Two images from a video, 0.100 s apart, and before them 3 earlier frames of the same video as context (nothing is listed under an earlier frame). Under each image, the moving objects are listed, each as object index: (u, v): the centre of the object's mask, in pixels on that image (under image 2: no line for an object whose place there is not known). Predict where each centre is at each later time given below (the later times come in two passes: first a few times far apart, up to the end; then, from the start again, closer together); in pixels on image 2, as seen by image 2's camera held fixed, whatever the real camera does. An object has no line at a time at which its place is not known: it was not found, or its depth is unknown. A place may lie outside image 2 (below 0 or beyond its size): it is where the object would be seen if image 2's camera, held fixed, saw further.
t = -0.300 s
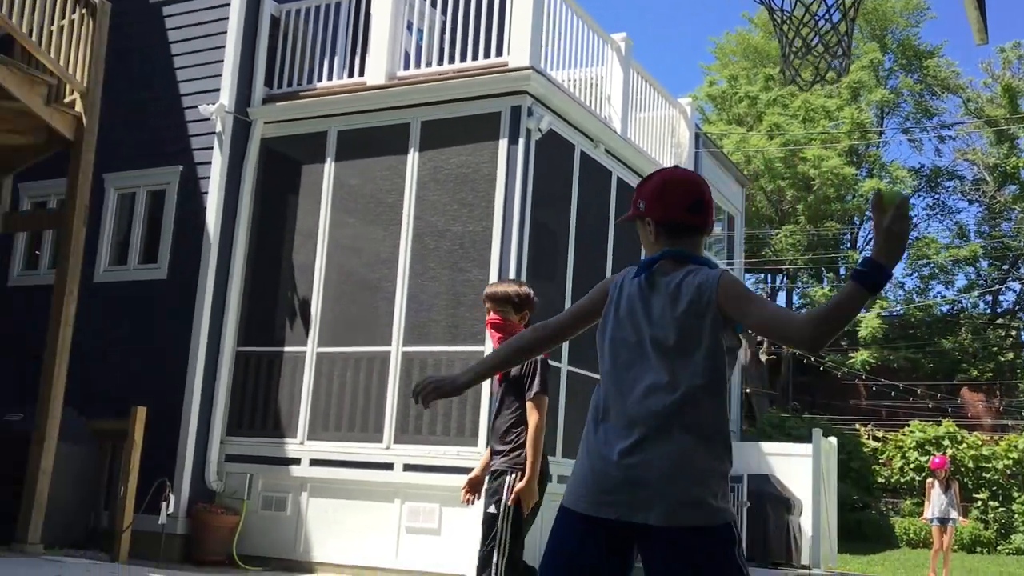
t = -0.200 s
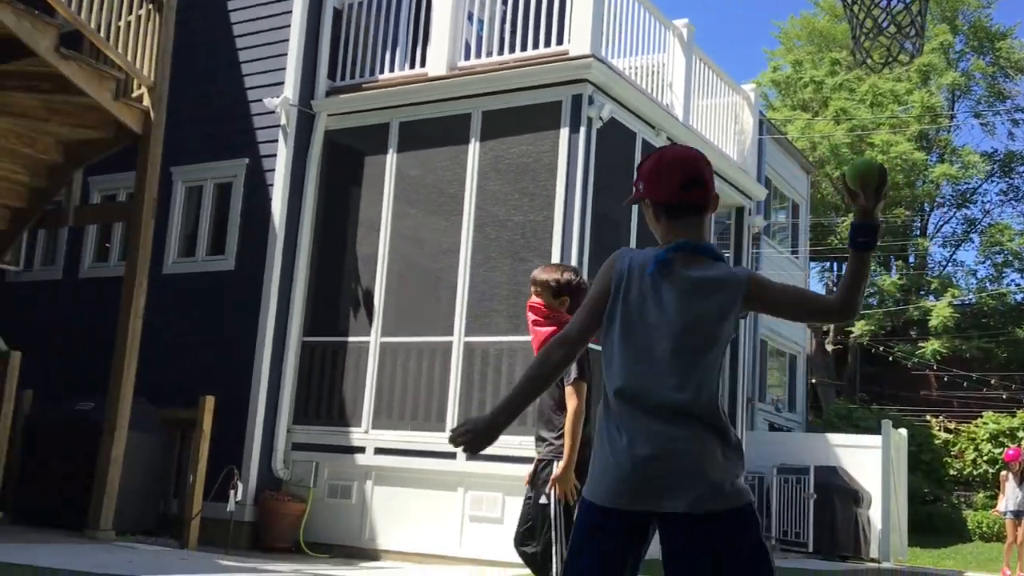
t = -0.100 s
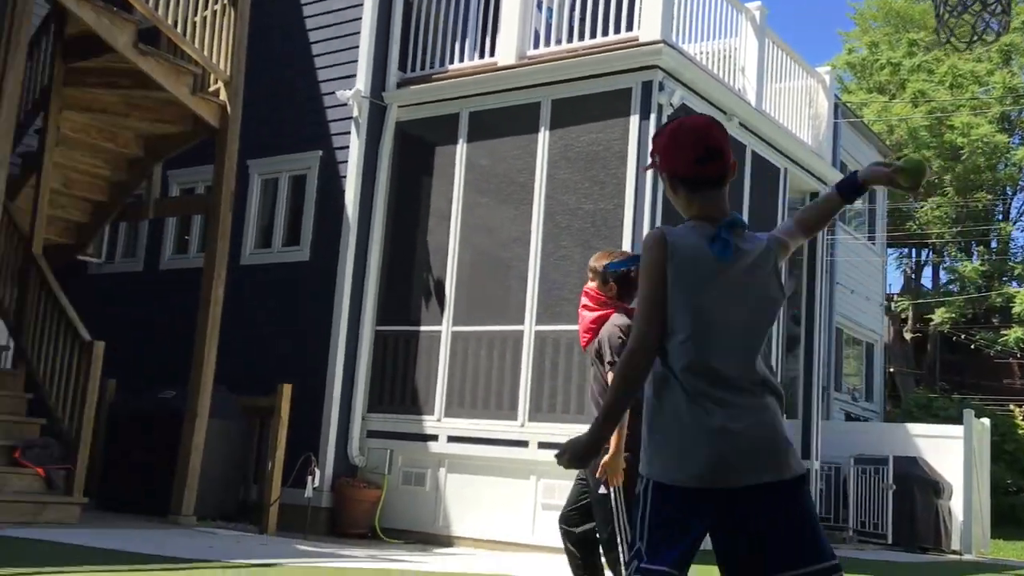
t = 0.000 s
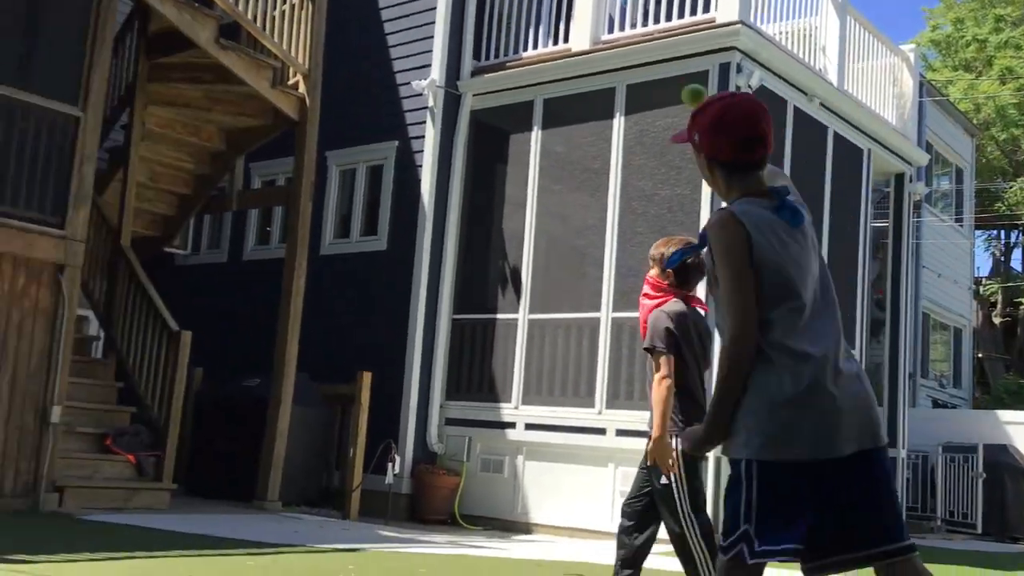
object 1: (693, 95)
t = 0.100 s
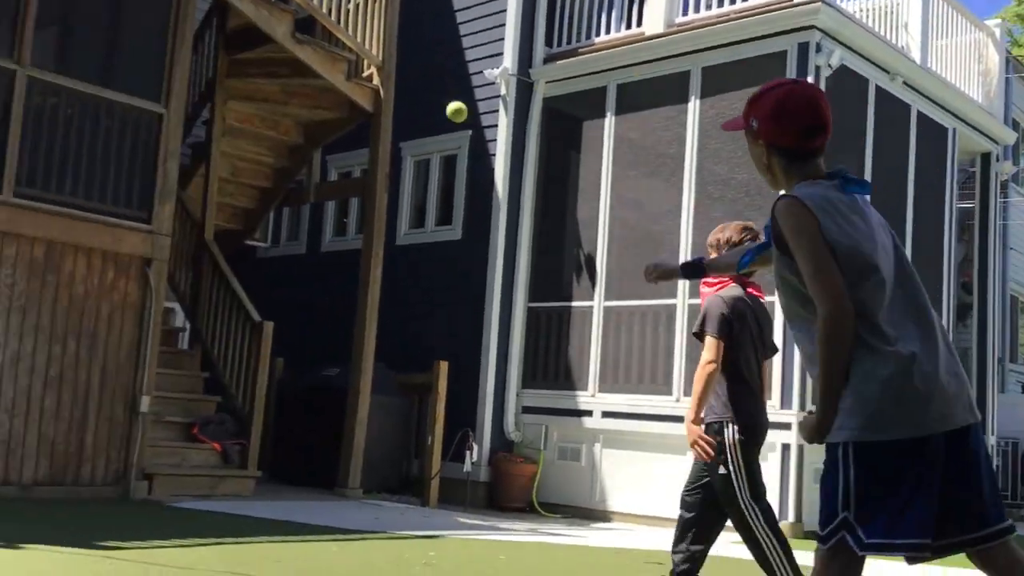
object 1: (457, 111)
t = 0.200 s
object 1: (254, 154)
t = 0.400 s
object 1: (-1, 256)
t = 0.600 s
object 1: (-87, 357)
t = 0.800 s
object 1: (-3, 501)
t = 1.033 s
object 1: (118, 418)
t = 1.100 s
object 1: (154, 402)
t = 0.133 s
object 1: (380, 125)
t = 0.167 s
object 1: (313, 139)
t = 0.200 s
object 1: (254, 154)
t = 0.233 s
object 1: (202, 169)
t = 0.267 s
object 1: (153, 186)
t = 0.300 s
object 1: (110, 203)
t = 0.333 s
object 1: (70, 220)
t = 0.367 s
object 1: (34, 238)
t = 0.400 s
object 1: (-1, 256)
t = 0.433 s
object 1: (-31, 275)
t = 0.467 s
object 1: (-62, 294)
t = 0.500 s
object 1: (-90, 314)
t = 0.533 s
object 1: (-112, 332)
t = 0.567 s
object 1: (-100, 343)
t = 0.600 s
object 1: (-87, 357)
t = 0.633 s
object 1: (-73, 374)
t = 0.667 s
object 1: (-60, 394)
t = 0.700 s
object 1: (-46, 415)
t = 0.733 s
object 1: (-31, 441)
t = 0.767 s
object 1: (-17, 469)
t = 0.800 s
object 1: (-3, 501)
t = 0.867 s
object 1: (30, 500)
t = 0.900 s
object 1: (48, 479)
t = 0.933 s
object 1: (65, 461)
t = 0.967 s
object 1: (82, 444)
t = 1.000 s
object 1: (100, 430)
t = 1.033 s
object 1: (118, 418)
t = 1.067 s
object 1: (136, 408)
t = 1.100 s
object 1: (154, 402)
